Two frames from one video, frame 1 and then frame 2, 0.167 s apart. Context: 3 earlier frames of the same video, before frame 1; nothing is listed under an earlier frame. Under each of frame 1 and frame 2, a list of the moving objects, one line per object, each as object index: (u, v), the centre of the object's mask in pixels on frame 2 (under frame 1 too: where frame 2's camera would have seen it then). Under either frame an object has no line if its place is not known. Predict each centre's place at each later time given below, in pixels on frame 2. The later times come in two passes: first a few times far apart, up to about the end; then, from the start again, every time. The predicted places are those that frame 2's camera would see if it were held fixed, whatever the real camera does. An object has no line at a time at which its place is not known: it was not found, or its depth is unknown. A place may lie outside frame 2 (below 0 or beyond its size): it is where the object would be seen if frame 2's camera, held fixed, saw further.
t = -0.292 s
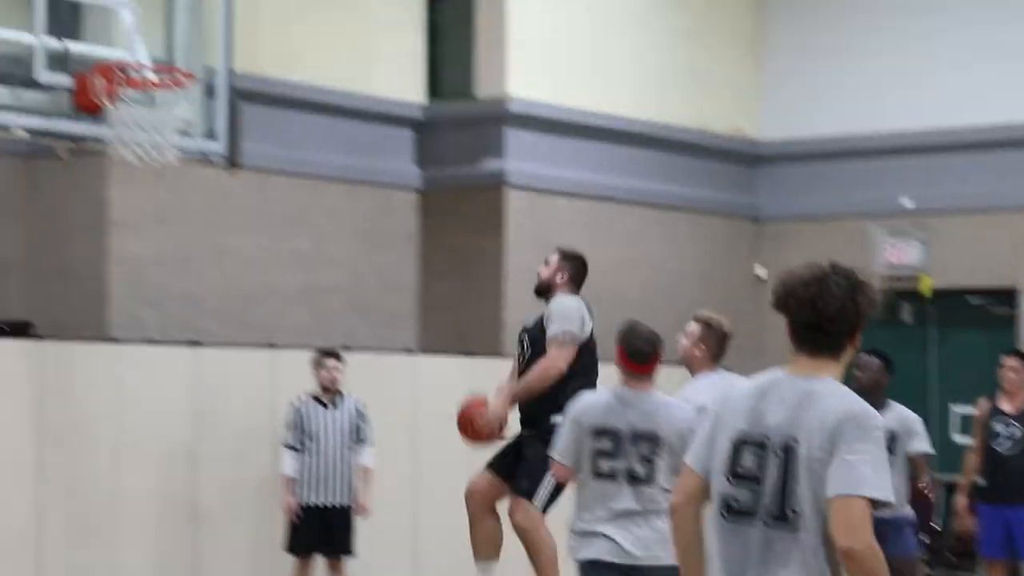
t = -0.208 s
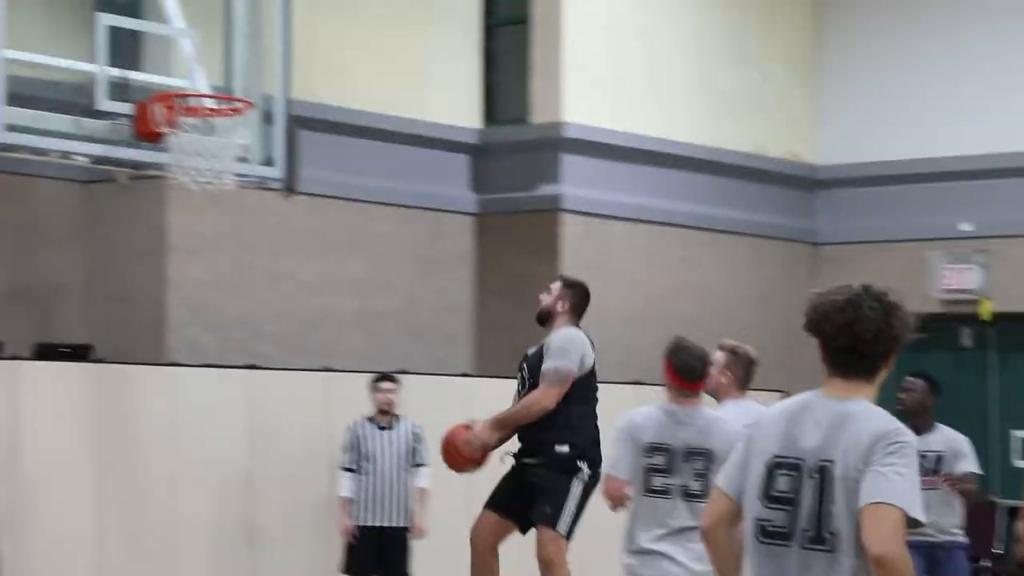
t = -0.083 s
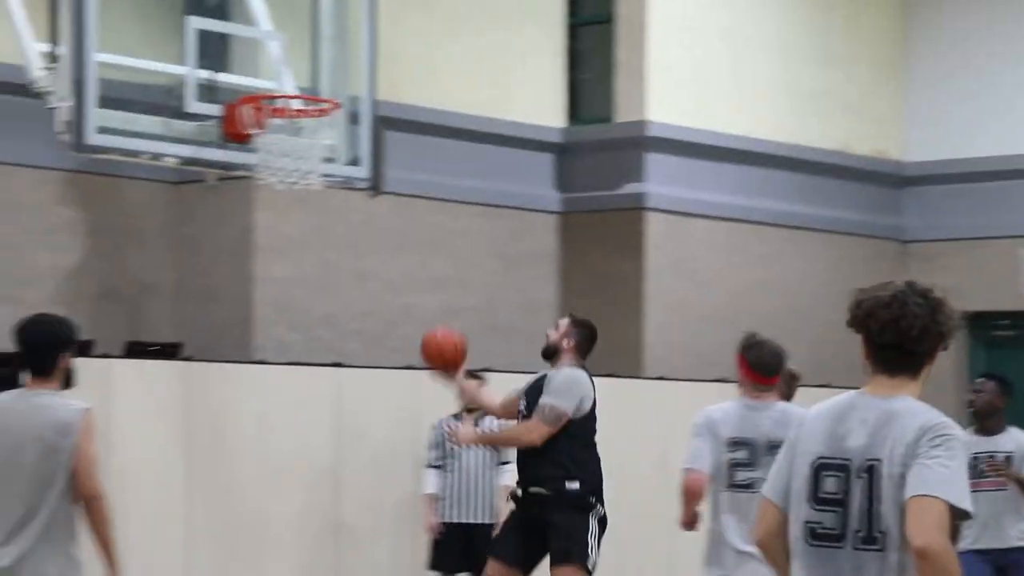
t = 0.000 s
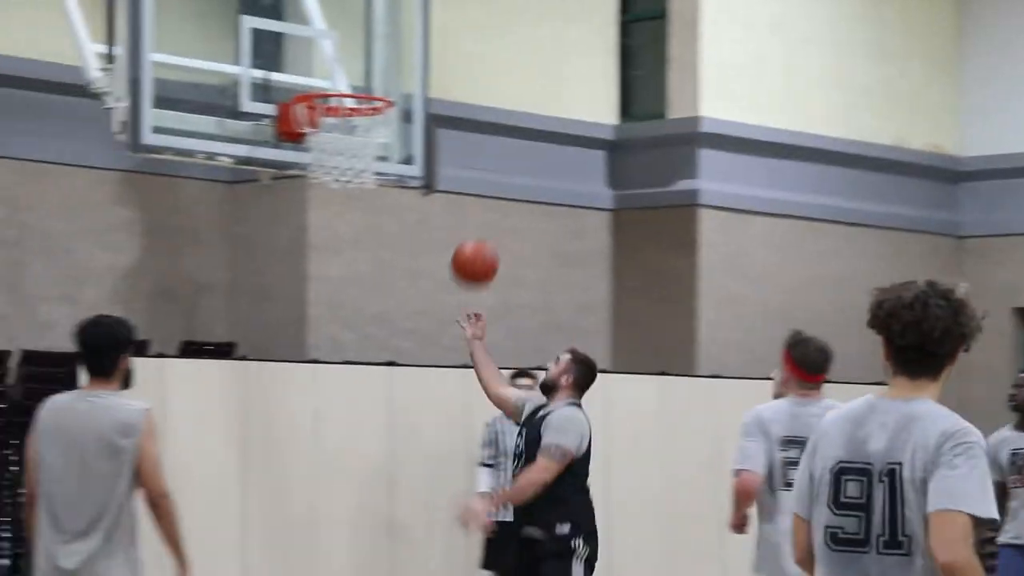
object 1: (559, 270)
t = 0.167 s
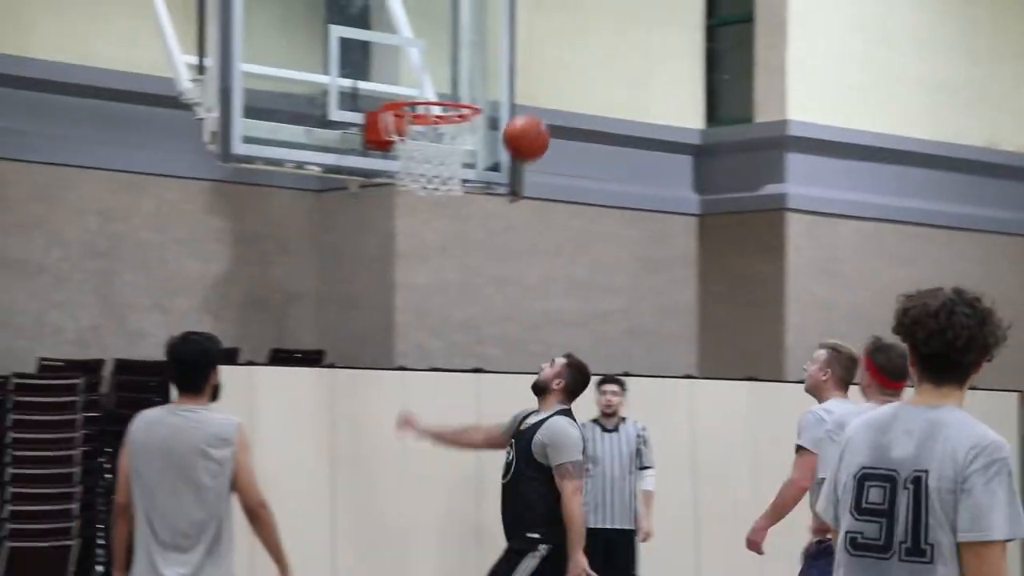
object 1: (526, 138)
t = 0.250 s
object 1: (510, 92)
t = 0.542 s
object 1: (474, 29)
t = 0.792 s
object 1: (443, 88)
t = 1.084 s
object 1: (462, 147)
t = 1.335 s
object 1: (449, 188)
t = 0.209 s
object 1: (518, 113)
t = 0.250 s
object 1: (510, 92)
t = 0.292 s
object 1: (501, 74)
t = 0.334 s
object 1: (494, 59)
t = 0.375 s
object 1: (491, 46)
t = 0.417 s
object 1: (487, 37)
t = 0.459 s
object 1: (483, 31)
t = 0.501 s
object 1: (478, 28)
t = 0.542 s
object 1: (474, 29)
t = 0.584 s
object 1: (469, 33)
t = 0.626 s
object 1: (465, 41)
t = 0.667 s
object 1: (459, 52)
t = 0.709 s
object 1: (454, 67)
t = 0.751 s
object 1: (449, 83)
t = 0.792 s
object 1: (443, 88)
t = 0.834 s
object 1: (434, 92)
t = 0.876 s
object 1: (430, 119)
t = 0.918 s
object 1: (434, 123)
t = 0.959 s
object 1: (444, 129)
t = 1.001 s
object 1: (453, 139)
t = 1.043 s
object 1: (460, 148)
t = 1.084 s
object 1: (462, 147)
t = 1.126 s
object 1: (463, 146)
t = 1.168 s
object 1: (462, 147)
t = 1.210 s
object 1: (459, 152)
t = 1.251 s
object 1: (457, 159)
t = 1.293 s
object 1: (454, 177)
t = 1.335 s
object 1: (449, 188)
